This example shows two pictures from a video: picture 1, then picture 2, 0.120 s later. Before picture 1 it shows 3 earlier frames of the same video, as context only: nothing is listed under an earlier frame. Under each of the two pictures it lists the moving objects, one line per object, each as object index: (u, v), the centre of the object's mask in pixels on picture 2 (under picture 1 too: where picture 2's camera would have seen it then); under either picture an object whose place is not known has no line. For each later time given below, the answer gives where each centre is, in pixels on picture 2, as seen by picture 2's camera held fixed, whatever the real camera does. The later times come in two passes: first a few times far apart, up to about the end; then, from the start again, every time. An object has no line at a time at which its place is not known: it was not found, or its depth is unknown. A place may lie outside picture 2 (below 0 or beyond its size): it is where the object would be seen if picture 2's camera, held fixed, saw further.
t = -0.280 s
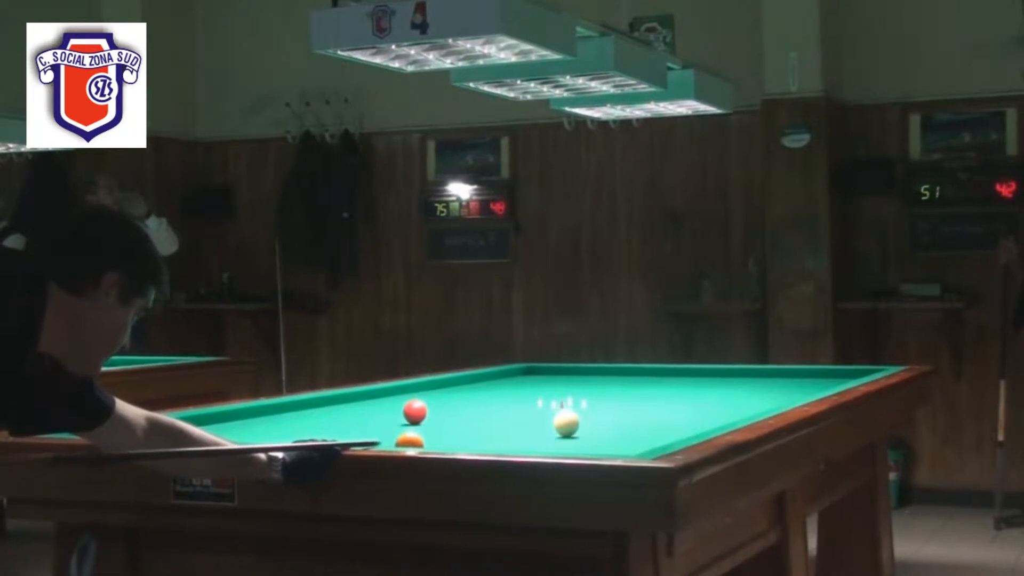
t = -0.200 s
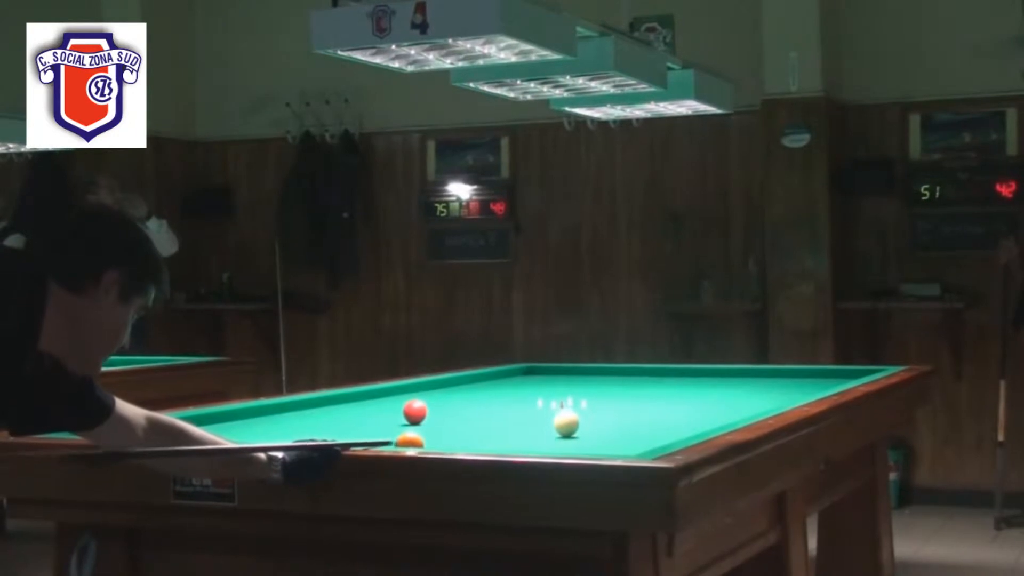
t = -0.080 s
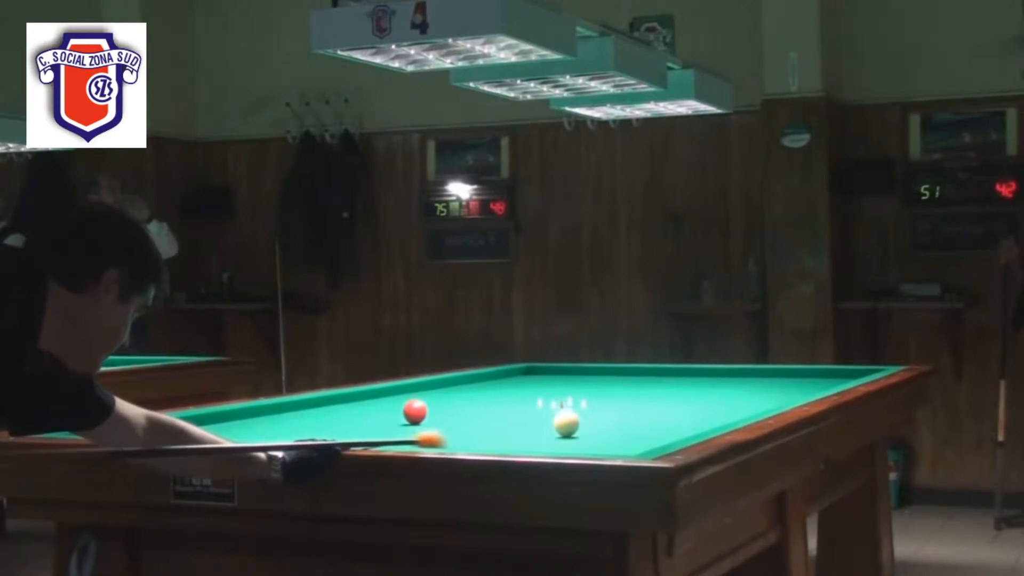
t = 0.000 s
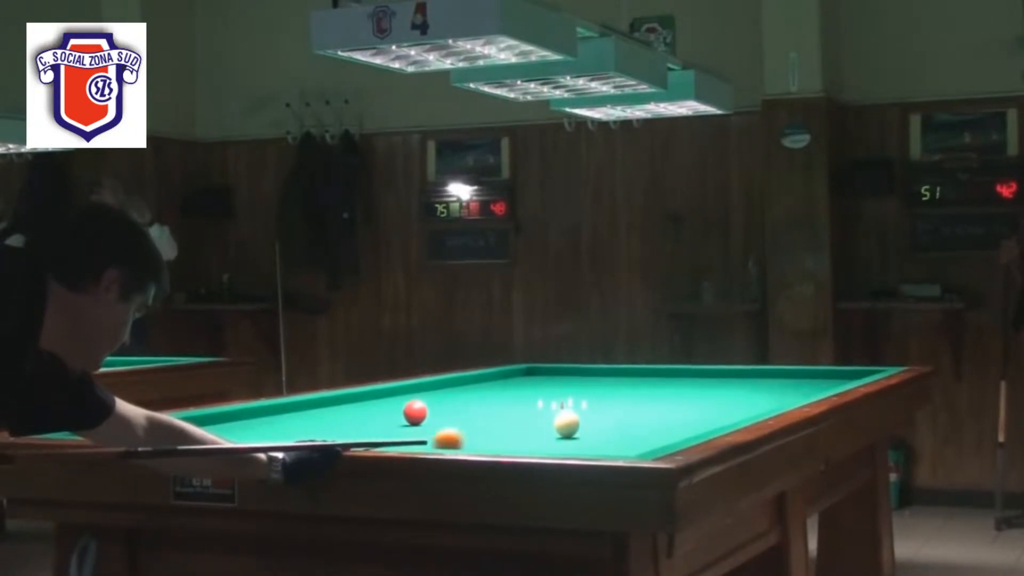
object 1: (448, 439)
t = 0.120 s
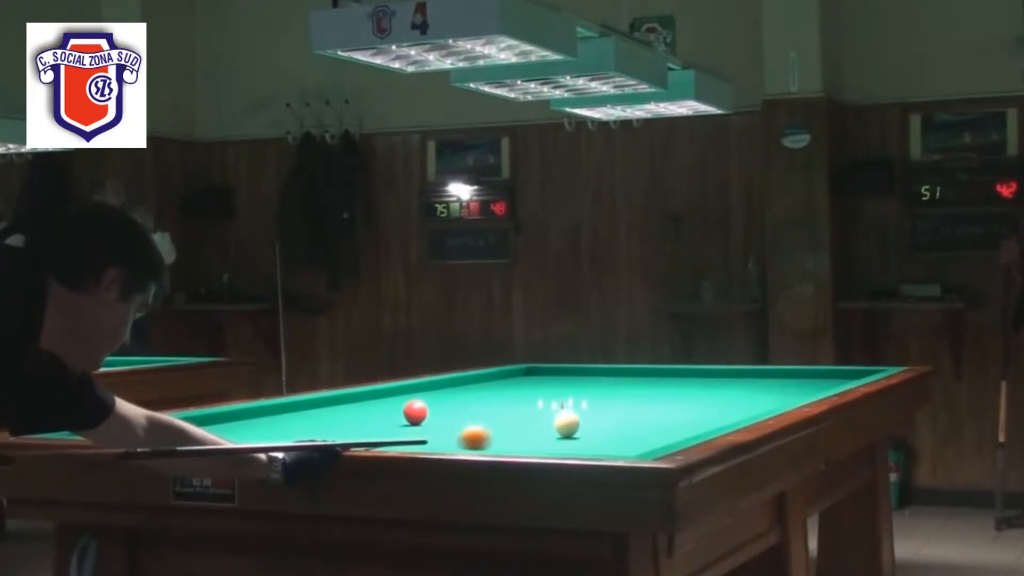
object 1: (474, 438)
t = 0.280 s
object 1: (508, 435)
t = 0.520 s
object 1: (553, 429)
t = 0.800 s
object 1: (607, 425)
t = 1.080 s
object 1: (656, 422)
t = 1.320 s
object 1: (697, 420)
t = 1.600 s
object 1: (740, 414)
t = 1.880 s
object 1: (729, 414)
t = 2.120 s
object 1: (719, 414)
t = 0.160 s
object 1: (483, 437)
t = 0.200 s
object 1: (492, 436)
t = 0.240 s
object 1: (499, 436)
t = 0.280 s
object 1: (508, 435)
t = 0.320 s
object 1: (516, 434)
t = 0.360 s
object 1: (524, 433)
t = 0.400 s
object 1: (532, 432)
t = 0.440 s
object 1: (539, 431)
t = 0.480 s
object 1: (546, 430)
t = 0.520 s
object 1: (553, 429)
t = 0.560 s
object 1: (562, 428)
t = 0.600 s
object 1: (568, 425)
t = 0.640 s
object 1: (576, 427)
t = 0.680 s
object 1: (585, 426)
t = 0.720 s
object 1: (592, 425)
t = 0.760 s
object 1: (599, 425)
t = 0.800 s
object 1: (607, 425)
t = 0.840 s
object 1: (613, 424)
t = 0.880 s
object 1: (621, 424)
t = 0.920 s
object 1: (628, 423)
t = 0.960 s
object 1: (635, 423)
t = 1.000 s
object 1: (643, 423)
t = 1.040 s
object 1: (649, 423)
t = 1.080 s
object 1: (656, 422)
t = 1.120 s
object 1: (663, 422)
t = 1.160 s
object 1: (670, 422)
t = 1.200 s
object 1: (677, 421)
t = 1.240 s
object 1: (683, 421)
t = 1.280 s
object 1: (689, 421)
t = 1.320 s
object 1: (697, 420)
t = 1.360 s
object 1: (703, 420)
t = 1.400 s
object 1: (710, 418)
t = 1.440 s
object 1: (716, 417)
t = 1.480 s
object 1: (722, 417)
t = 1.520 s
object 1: (728, 416)
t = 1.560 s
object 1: (734, 415)
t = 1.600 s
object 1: (740, 414)
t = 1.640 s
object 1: (740, 413)
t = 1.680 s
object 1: (737, 413)
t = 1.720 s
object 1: (736, 413)
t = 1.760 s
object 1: (734, 414)
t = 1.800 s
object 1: (732, 414)
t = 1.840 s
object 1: (730, 414)
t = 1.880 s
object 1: (729, 414)
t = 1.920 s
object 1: (727, 414)
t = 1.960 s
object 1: (726, 414)
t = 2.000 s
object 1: (724, 414)
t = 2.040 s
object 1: (722, 414)
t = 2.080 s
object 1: (721, 414)
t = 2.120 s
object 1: (719, 414)
